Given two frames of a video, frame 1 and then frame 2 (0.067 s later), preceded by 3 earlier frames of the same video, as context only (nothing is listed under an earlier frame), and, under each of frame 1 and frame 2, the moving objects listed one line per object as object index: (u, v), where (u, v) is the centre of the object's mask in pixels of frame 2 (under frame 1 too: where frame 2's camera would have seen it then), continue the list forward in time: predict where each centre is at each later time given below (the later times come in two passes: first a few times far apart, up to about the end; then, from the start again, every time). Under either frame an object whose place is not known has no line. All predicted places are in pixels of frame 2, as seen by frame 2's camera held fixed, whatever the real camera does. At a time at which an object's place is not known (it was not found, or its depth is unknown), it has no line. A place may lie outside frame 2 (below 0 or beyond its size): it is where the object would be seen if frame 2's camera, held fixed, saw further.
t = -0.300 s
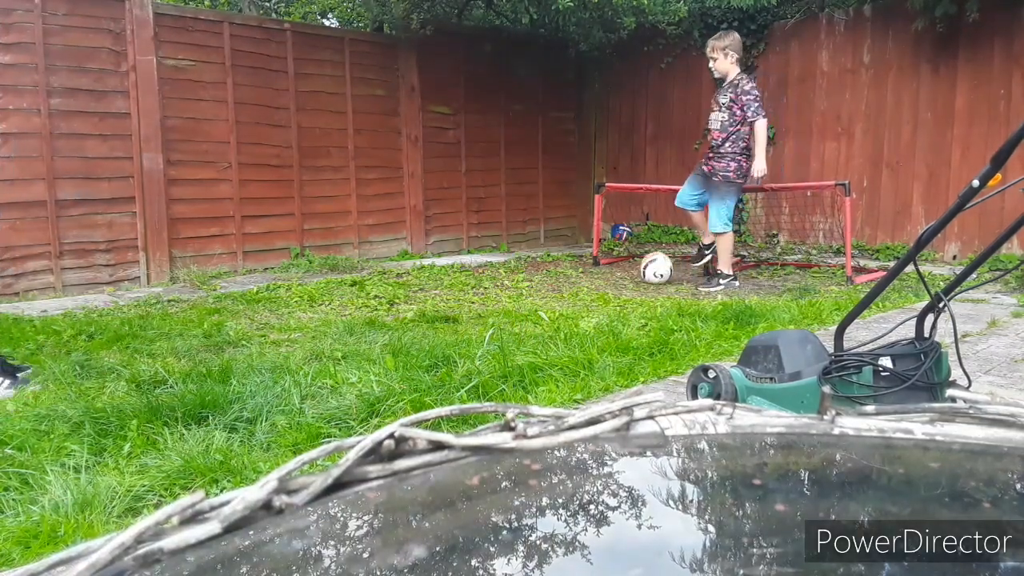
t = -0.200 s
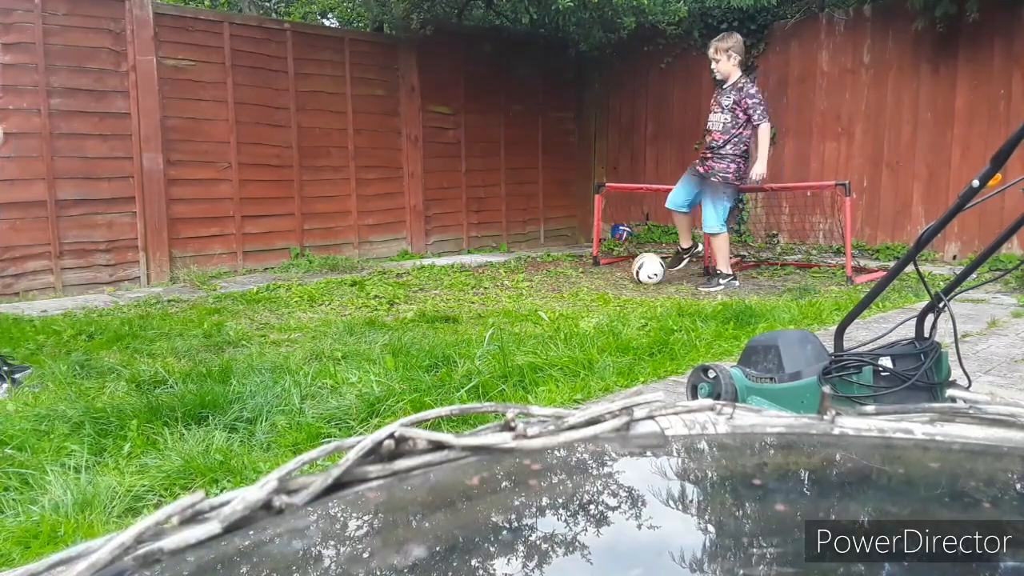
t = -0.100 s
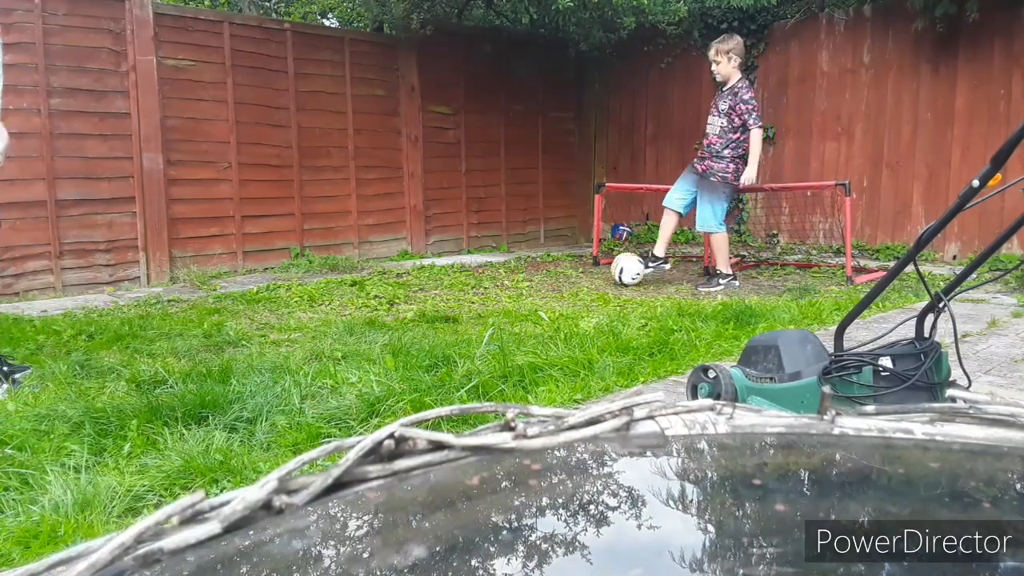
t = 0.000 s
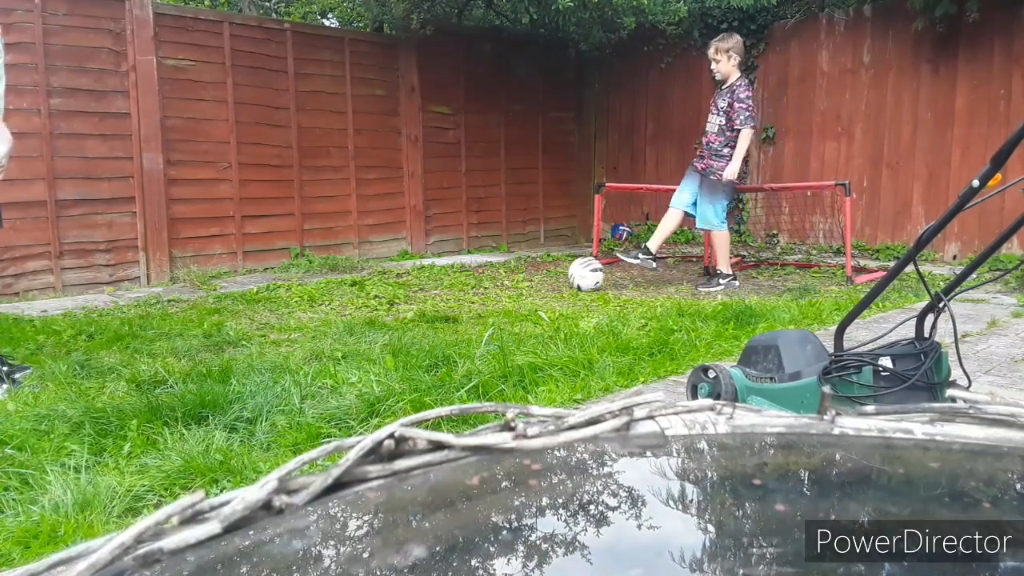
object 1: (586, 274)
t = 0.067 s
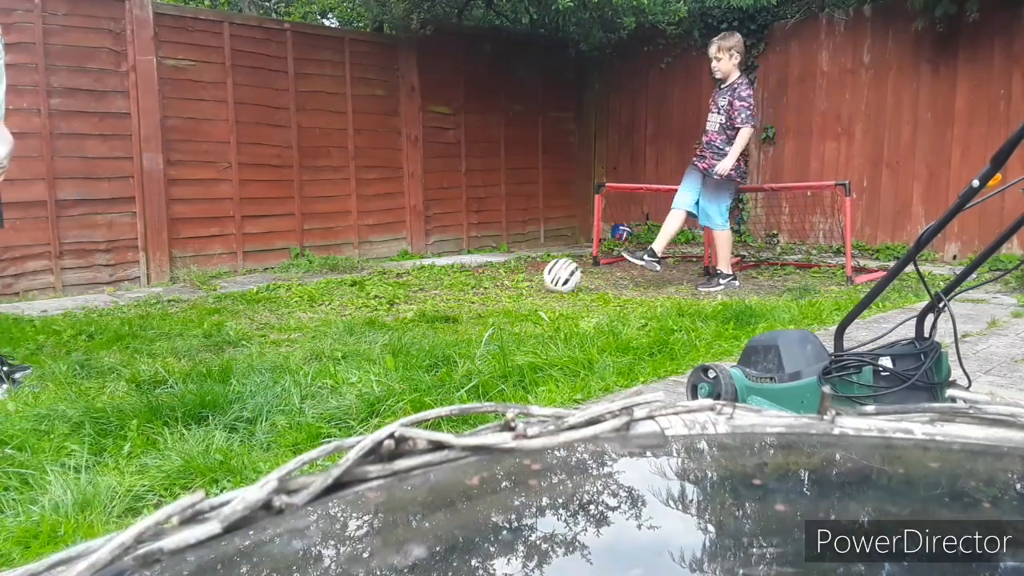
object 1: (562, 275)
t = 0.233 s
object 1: (512, 281)
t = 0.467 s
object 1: (440, 295)
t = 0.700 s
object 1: (360, 304)
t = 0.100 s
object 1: (550, 278)
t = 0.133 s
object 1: (539, 279)
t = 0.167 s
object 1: (530, 279)
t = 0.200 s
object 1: (520, 278)
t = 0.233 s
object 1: (512, 281)
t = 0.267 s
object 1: (501, 284)
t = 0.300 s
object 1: (491, 289)
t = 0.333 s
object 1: (482, 289)
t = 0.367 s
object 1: (472, 290)
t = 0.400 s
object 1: (461, 292)
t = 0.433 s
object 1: (451, 295)
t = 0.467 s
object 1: (440, 295)
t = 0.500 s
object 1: (430, 295)
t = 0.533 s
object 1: (419, 295)
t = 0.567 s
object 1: (407, 298)
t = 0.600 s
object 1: (396, 301)
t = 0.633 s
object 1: (385, 301)
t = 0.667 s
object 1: (373, 302)
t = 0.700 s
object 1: (360, 304)
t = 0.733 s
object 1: (347, 307)
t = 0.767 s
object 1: (334, 310)
